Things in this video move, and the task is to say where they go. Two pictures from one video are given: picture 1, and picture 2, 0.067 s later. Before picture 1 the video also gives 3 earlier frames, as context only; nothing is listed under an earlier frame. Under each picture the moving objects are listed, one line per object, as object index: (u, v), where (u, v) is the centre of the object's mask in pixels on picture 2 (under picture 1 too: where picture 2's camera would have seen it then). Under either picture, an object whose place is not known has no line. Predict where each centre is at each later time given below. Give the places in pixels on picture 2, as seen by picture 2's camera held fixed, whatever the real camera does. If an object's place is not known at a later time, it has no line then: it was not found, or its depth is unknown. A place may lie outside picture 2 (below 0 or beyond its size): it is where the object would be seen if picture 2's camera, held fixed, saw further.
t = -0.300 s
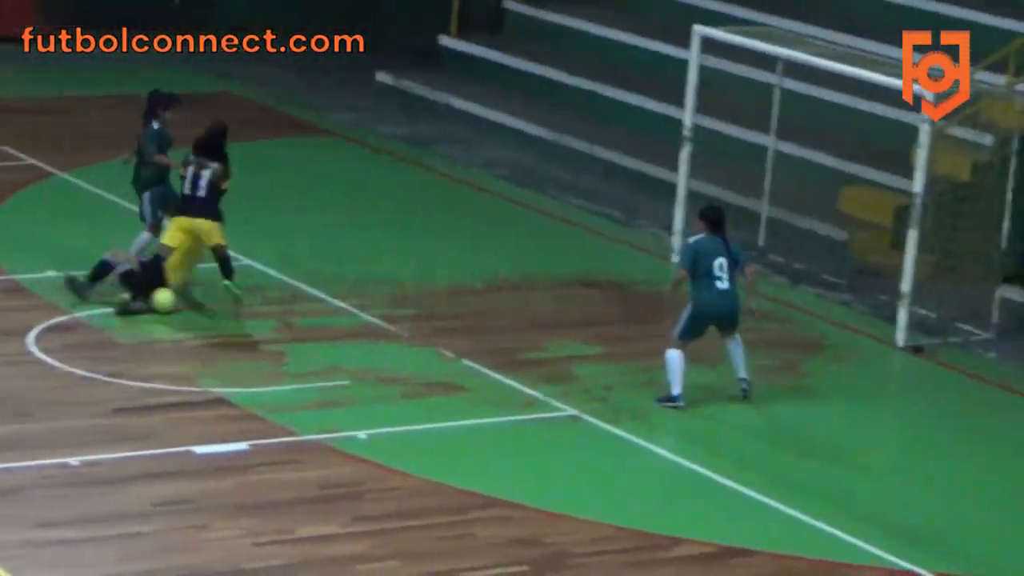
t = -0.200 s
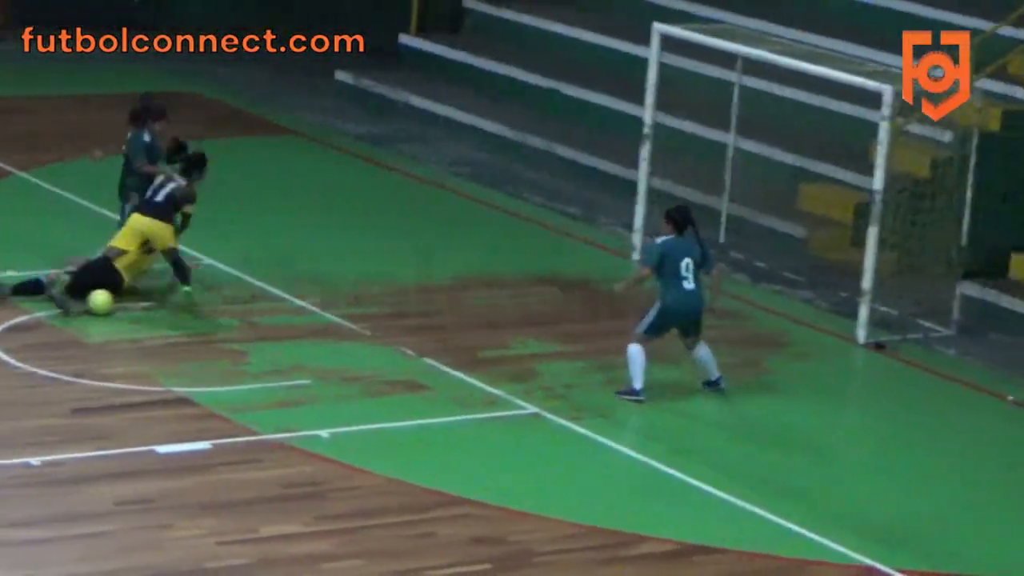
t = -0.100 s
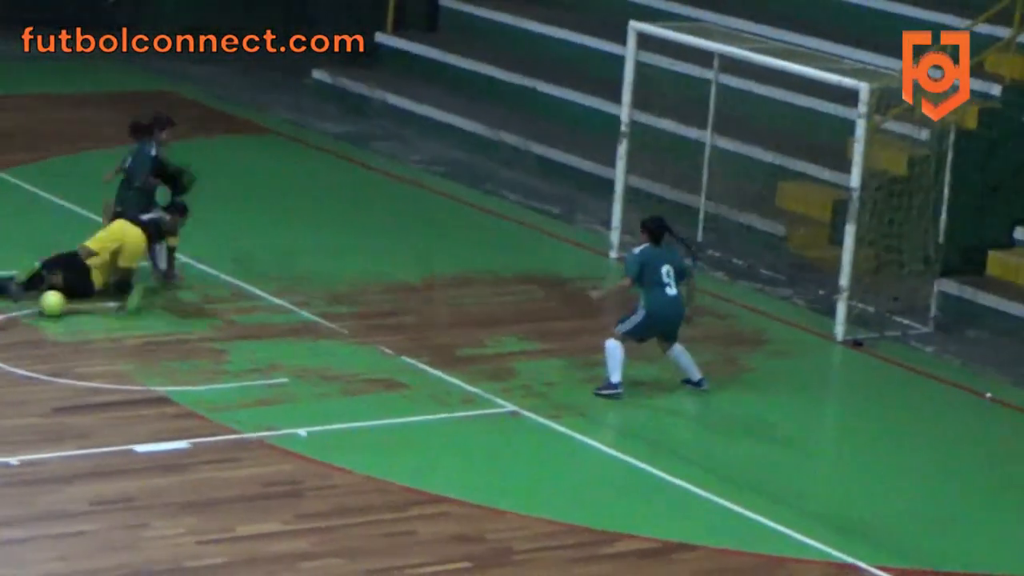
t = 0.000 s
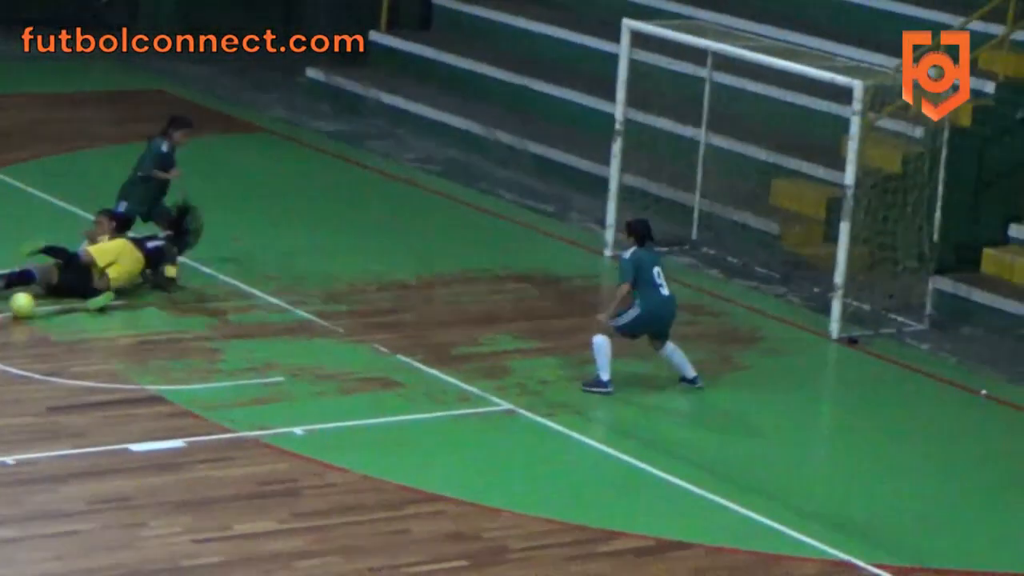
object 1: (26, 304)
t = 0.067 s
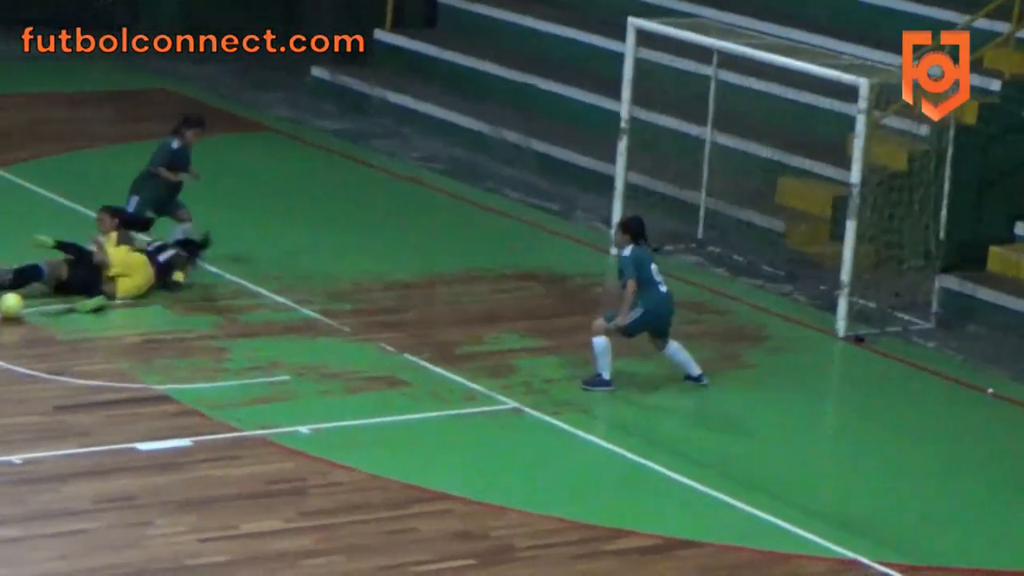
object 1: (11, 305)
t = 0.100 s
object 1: (5, 306)
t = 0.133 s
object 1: (-4, 307)
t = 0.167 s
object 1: (-12, 308)
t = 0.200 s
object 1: (-22, 308)
